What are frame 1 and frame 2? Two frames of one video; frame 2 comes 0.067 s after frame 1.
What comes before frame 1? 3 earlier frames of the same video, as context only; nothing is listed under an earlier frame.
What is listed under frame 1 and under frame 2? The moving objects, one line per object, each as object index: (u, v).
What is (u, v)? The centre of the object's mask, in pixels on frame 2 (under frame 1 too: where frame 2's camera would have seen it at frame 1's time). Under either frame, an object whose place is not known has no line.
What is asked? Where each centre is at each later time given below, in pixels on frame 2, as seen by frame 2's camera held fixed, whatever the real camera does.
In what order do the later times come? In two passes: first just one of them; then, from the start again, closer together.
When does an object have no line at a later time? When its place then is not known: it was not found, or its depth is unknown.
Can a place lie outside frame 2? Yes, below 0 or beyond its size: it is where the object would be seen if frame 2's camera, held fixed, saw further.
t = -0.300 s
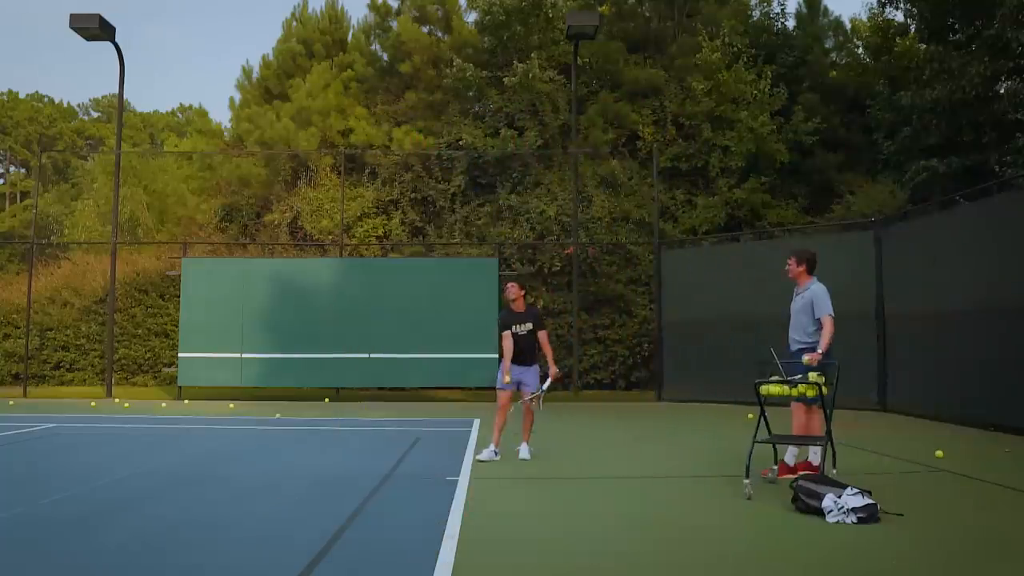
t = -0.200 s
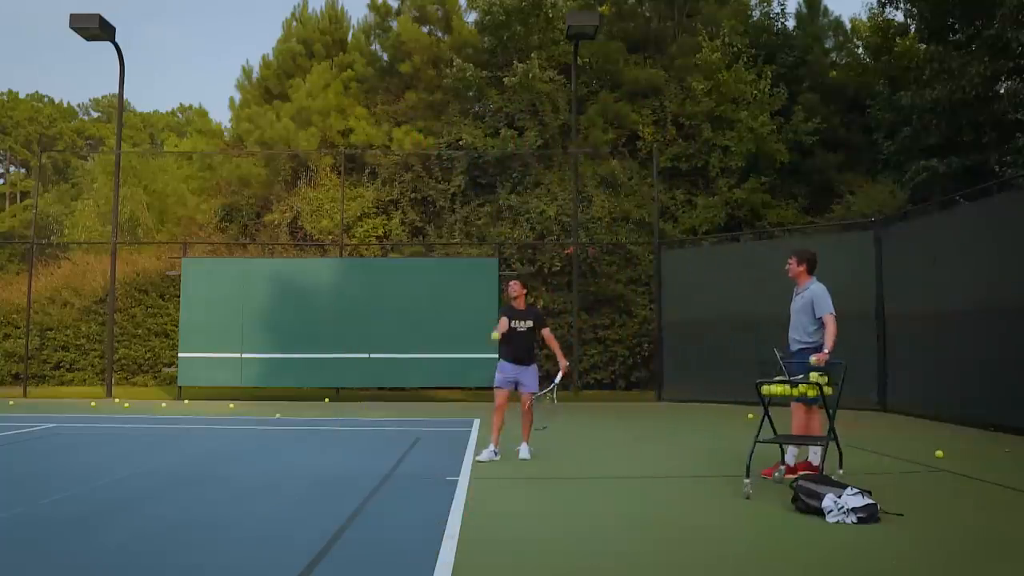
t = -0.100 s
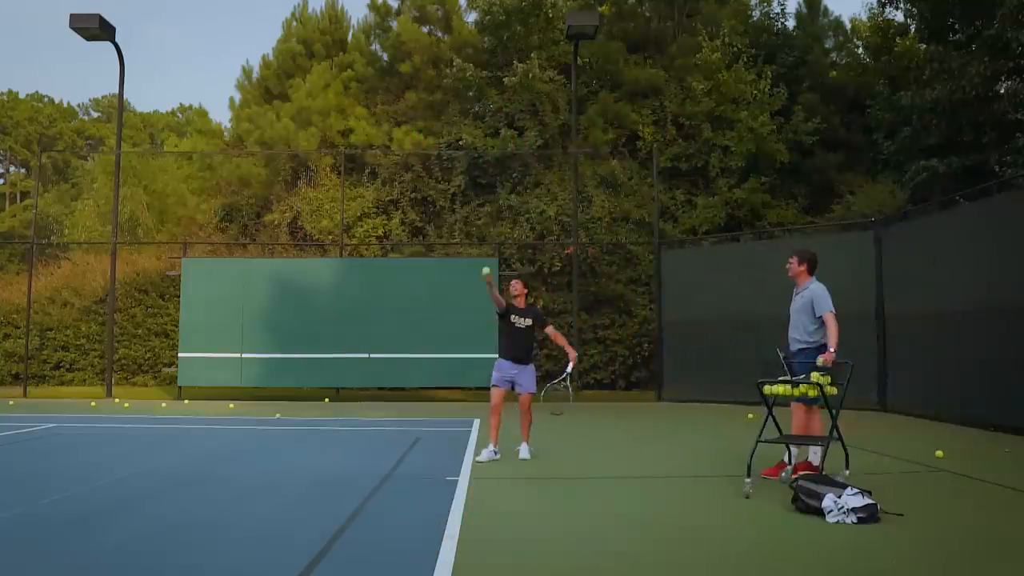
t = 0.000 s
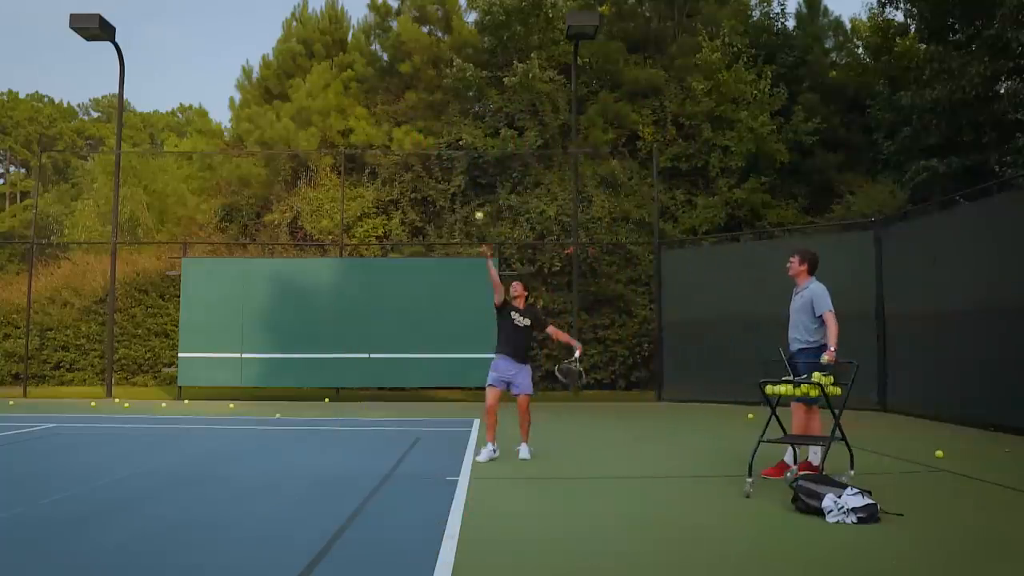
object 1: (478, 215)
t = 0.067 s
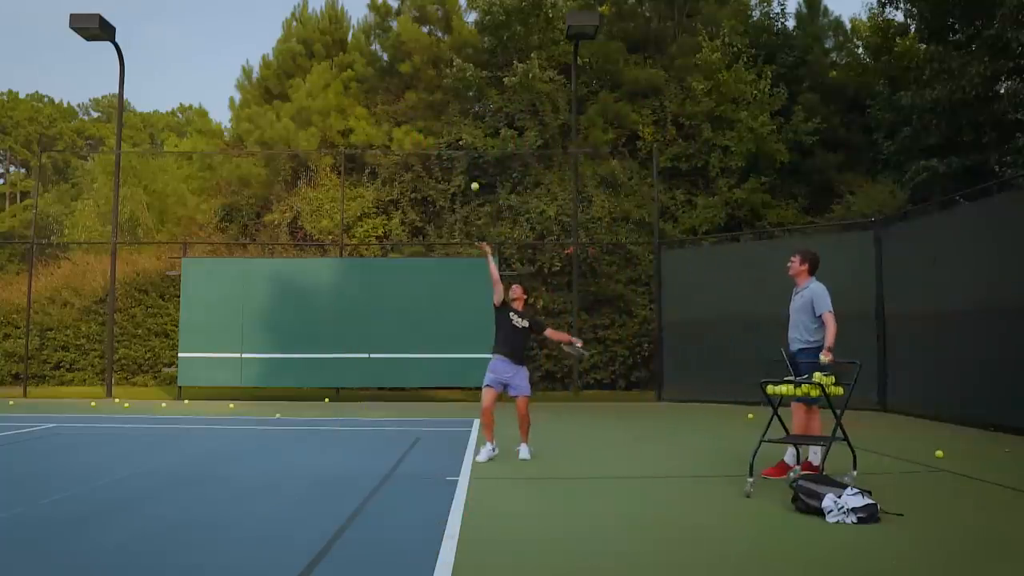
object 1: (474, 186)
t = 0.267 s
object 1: (462, 128)
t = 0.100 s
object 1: (472, 173)
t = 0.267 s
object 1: (462, 128)
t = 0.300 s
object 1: (460, 123)
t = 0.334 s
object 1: (458, 120)
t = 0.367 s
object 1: (456, 117)
